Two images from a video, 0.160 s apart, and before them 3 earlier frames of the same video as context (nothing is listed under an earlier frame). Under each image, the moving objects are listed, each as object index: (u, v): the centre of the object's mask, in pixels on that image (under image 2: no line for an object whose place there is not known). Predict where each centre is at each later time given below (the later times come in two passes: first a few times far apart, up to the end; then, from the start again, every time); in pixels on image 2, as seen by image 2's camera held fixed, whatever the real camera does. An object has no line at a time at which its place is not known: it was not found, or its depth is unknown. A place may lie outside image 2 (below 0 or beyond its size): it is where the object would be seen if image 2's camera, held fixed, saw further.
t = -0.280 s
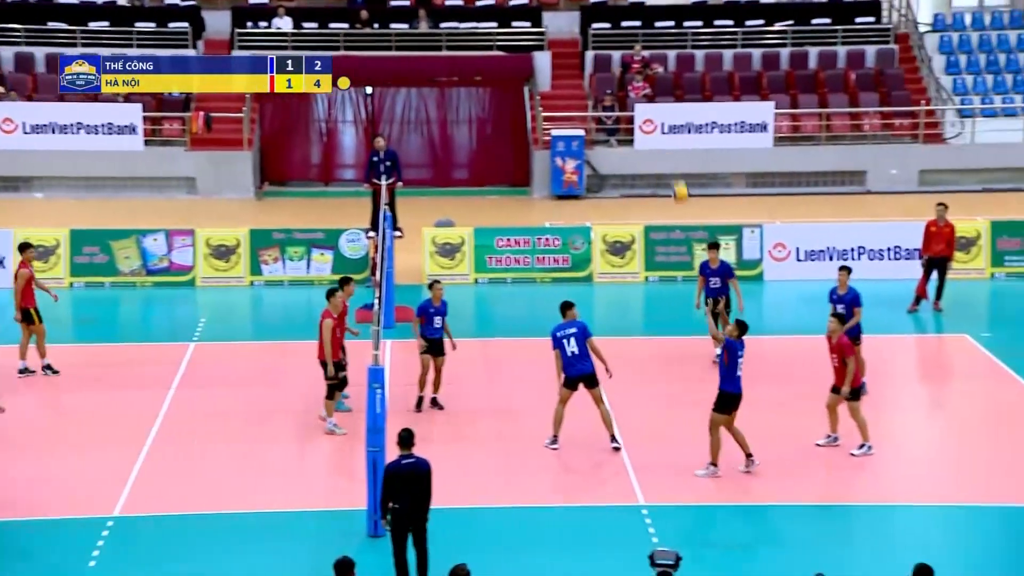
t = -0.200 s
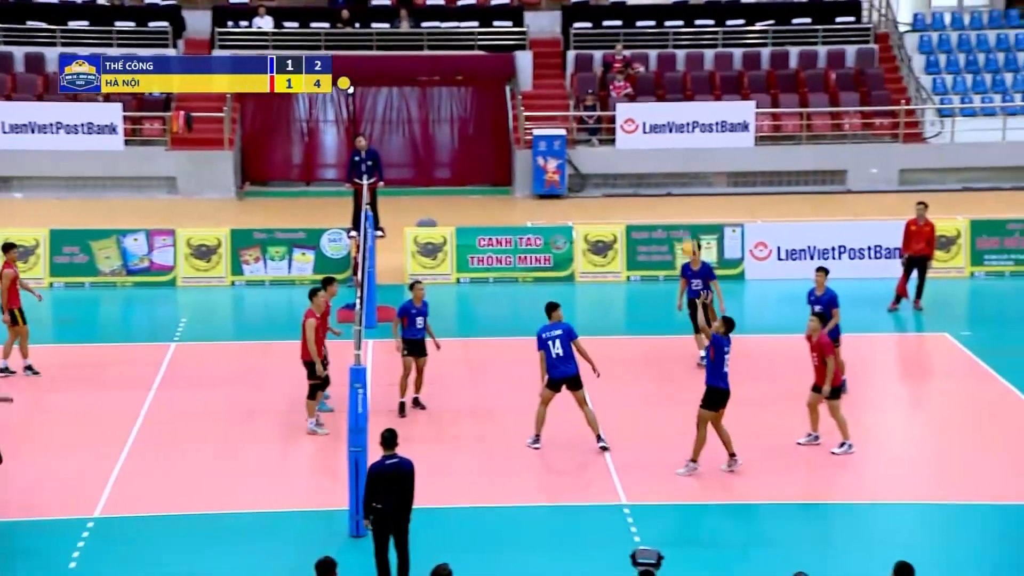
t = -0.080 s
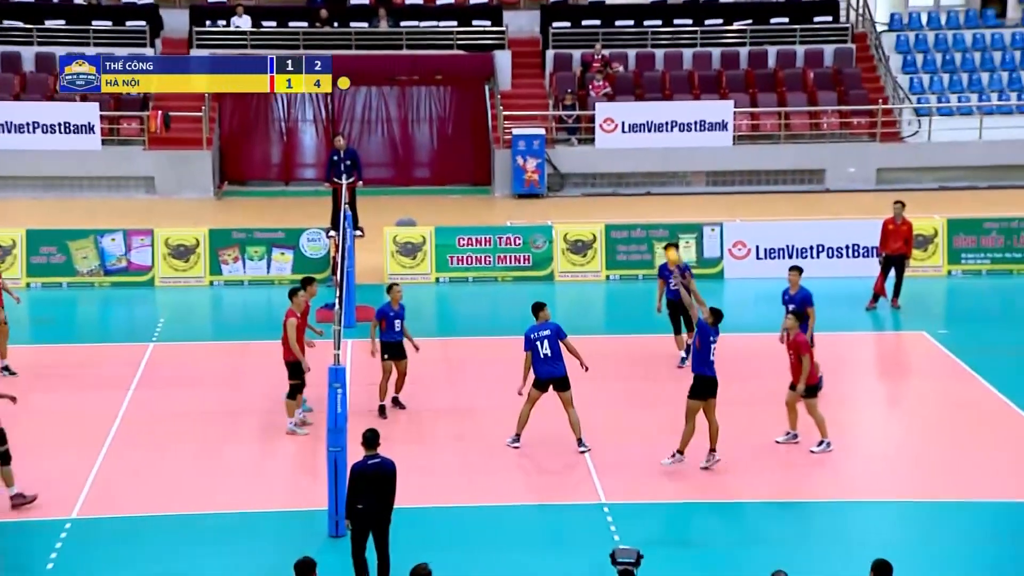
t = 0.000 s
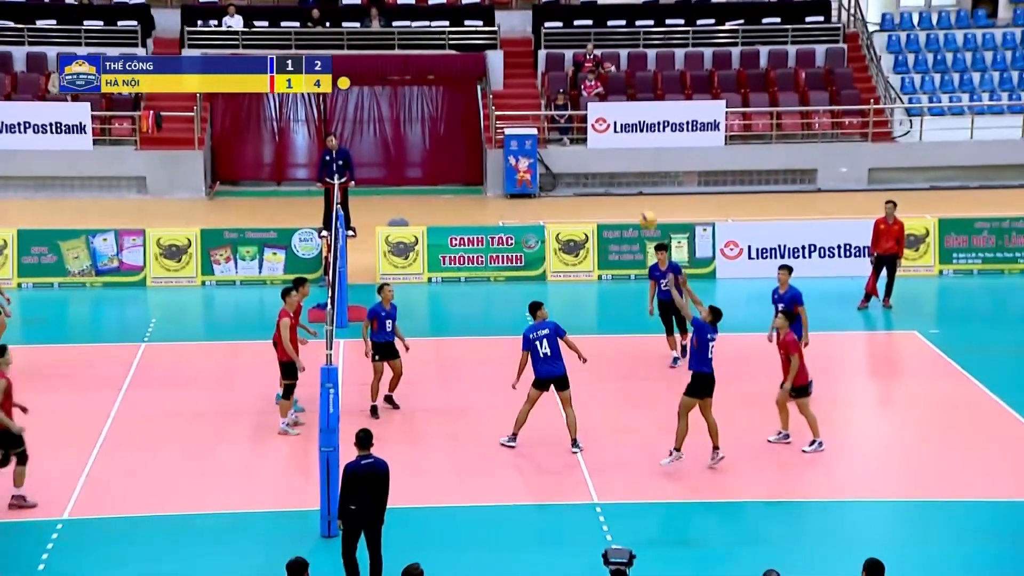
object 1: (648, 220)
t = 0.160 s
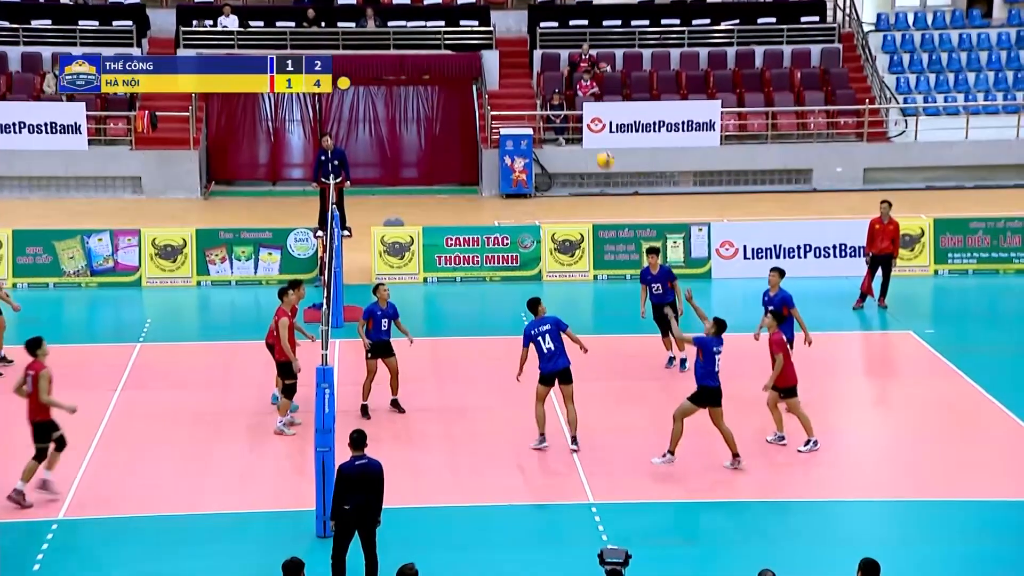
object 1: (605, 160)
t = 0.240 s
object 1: (586, 138)
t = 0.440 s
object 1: (545, 107)
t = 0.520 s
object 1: (530, 103)
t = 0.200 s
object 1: (596, 149)
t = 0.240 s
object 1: (586, 138)
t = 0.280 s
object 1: (578, 130)
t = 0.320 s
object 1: (570, 122)
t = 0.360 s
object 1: (562, 115)
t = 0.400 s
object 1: (554, 111)
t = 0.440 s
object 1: (545, 107)
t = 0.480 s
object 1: (538, 105)
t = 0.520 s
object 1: (530, 103)
